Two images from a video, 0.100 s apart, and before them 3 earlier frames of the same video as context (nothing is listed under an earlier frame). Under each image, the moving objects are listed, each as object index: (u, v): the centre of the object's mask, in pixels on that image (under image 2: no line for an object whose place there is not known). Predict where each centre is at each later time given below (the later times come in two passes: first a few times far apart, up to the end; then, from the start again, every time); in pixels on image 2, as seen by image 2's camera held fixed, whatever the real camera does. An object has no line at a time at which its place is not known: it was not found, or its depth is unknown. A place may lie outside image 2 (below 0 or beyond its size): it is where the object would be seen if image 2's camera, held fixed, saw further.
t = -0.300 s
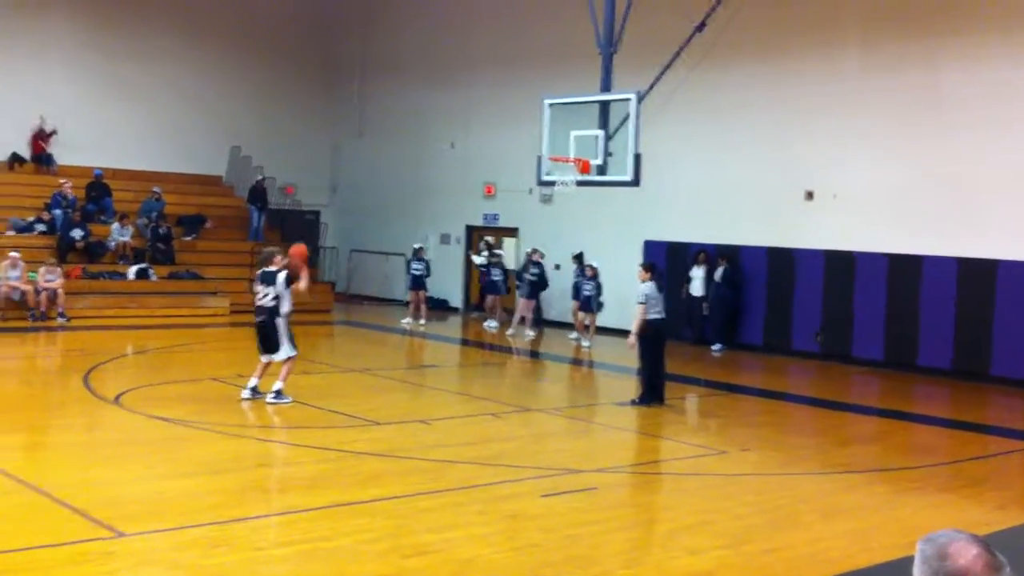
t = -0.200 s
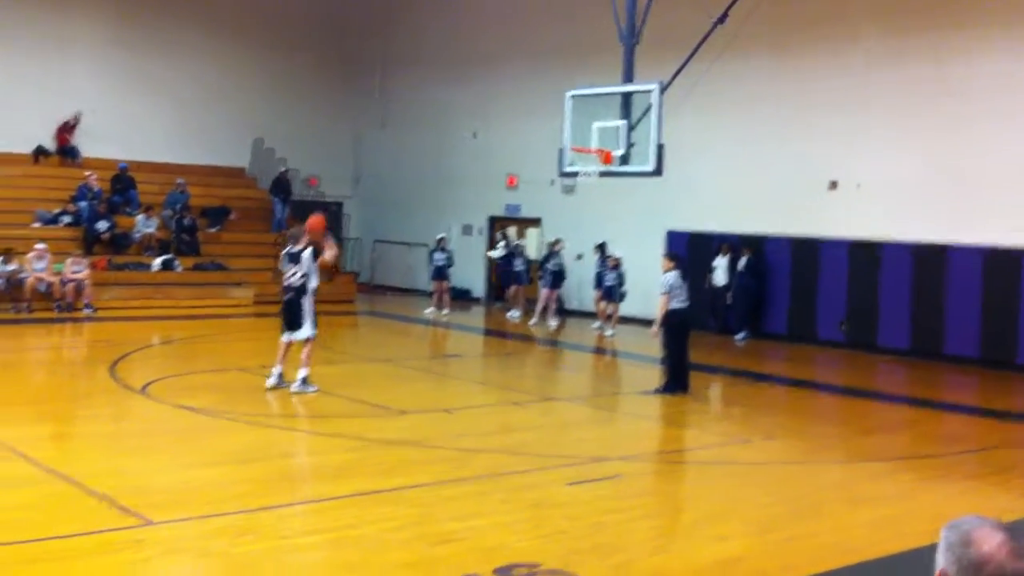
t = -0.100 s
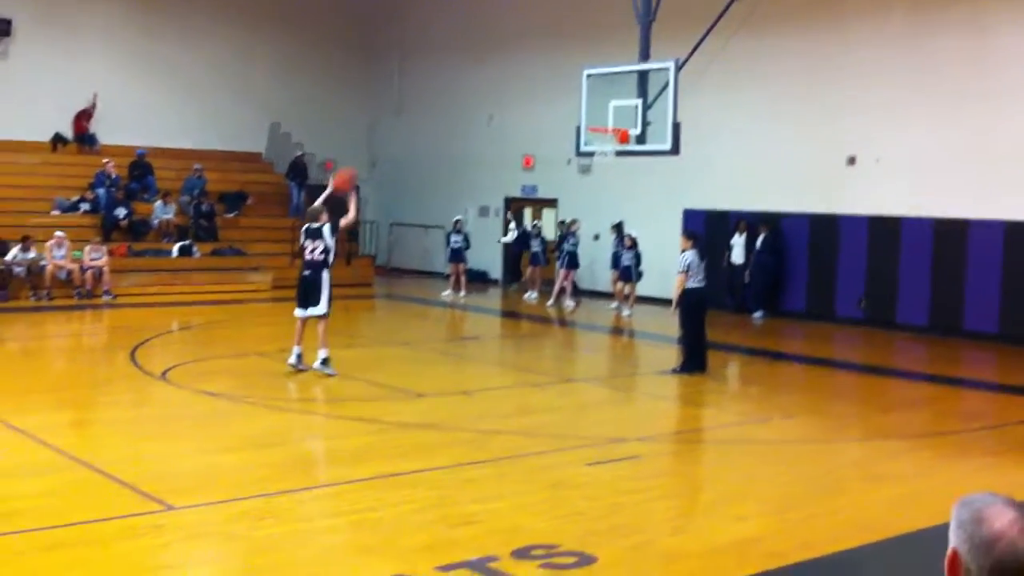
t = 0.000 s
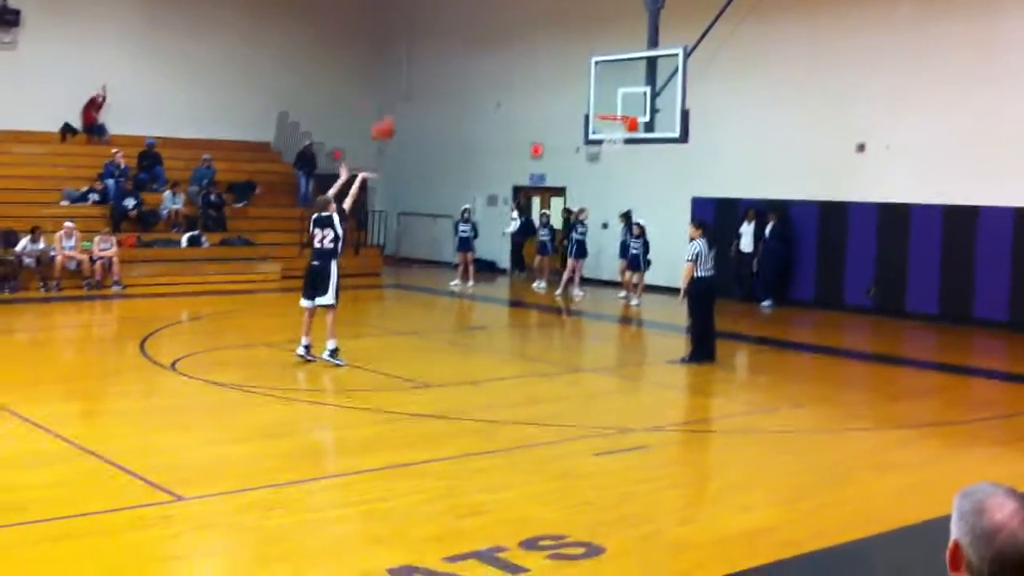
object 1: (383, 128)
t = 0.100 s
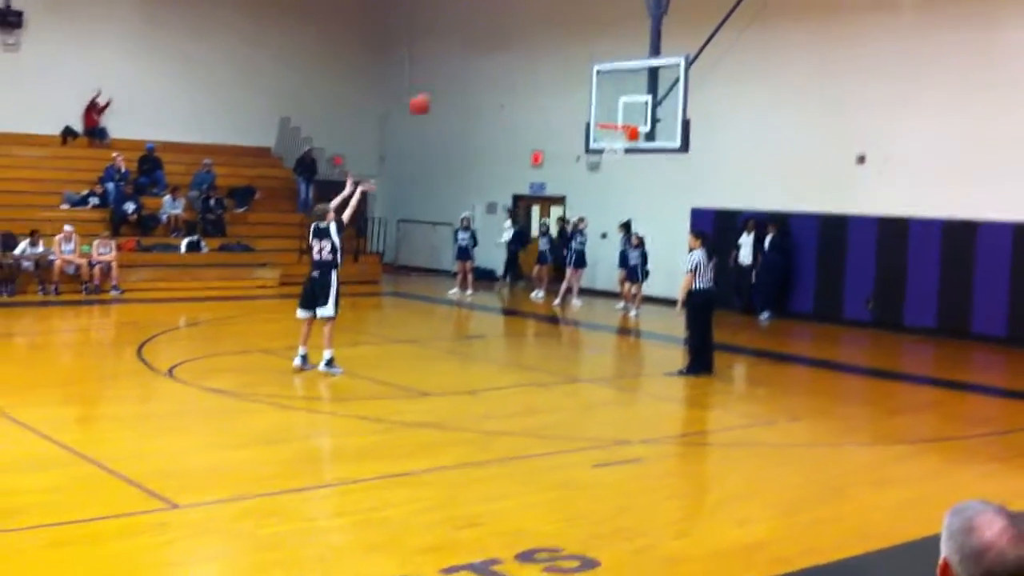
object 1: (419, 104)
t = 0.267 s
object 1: (472, 73)
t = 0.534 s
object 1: (549, 70)
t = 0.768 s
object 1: (609, 112)
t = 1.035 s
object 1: (600, 140)
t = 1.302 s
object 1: (610, 182)
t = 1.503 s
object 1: (617, 245)
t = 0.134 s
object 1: (430, 96)
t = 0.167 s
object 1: (442, 89)
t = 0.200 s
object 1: (452, 82)
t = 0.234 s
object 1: (462, 77)
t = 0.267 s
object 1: (472, 73)
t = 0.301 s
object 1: (482, 70)
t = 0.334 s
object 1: (493, 67)
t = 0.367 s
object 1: (503, 67)
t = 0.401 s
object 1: (513, 65)
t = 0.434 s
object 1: (522, 65)
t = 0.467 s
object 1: (531, 66)
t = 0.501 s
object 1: (541, 68)
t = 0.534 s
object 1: (549, 70)
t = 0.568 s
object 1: (558, 74)
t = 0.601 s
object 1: (567, 78)
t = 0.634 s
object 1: (577, 84)
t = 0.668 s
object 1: (584, 89)
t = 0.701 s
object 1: (594, 96)
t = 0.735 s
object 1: (602, 104)
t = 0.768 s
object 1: (609, 112)
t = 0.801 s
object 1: (618, 121)
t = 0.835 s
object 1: (621, 127)
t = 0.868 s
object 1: (609, 133)
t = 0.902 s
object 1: (601, 135)
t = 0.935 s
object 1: (599, 137)
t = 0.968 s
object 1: (598, 138)
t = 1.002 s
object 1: (599, 139)
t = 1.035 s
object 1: (600, 140)
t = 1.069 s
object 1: (600, 141)
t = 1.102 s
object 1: (602, 147)
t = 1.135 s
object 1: (604, 151)
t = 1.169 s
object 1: (605, 155)
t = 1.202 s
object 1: (607, 160)
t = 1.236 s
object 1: (608, 167)
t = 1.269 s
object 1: (609, 173)
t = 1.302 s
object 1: (610, 182)
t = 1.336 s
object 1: (612, 191)
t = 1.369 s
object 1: (613, 200)
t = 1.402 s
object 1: (614, 210)
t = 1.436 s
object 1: (616, 221)
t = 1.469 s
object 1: (617, 233)
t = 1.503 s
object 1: (617, 245)
